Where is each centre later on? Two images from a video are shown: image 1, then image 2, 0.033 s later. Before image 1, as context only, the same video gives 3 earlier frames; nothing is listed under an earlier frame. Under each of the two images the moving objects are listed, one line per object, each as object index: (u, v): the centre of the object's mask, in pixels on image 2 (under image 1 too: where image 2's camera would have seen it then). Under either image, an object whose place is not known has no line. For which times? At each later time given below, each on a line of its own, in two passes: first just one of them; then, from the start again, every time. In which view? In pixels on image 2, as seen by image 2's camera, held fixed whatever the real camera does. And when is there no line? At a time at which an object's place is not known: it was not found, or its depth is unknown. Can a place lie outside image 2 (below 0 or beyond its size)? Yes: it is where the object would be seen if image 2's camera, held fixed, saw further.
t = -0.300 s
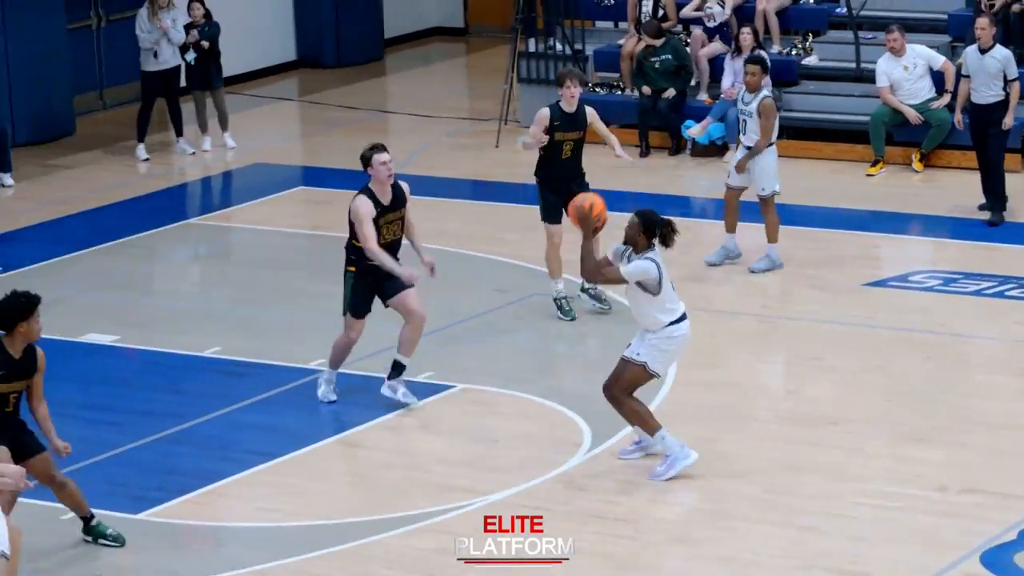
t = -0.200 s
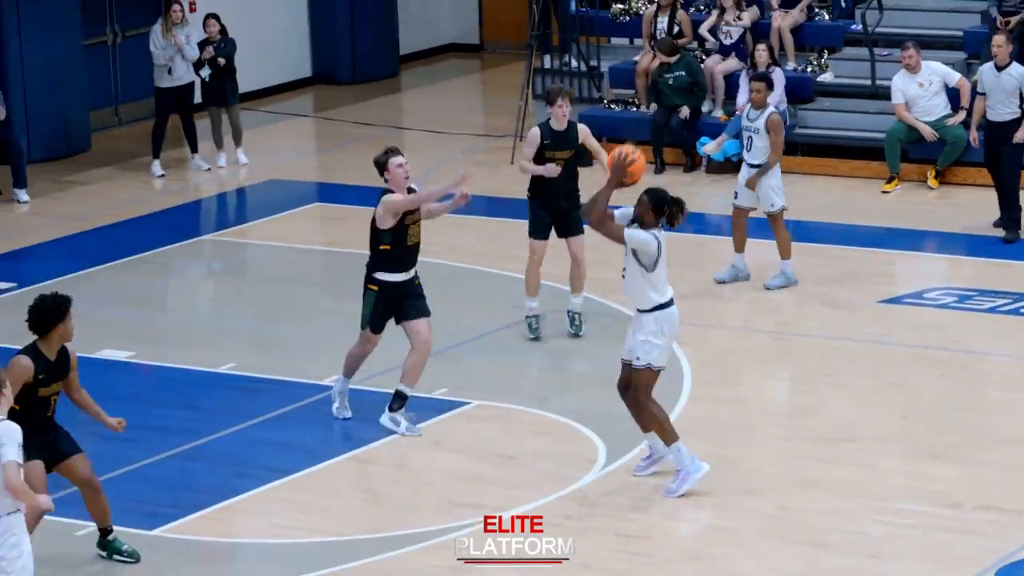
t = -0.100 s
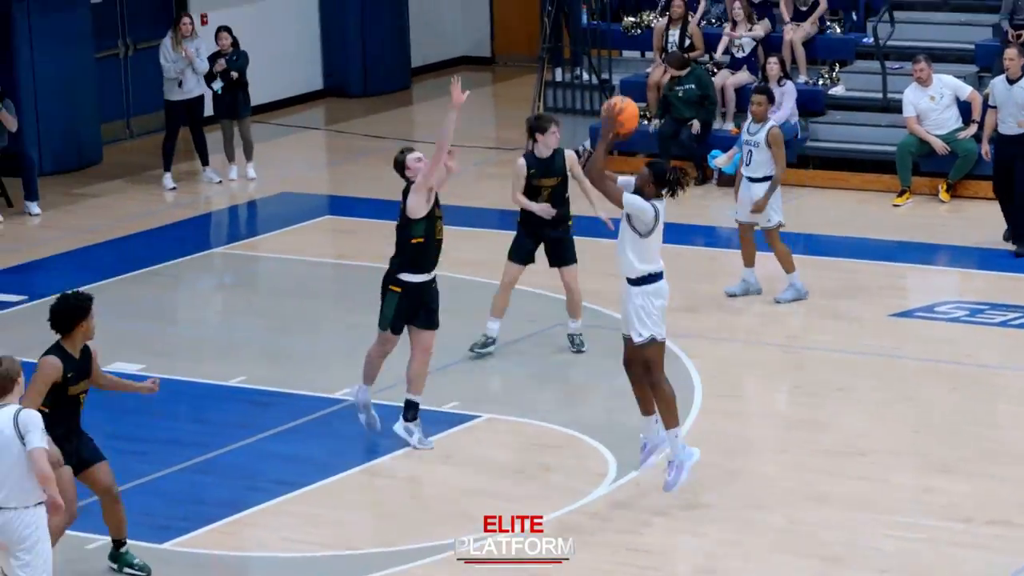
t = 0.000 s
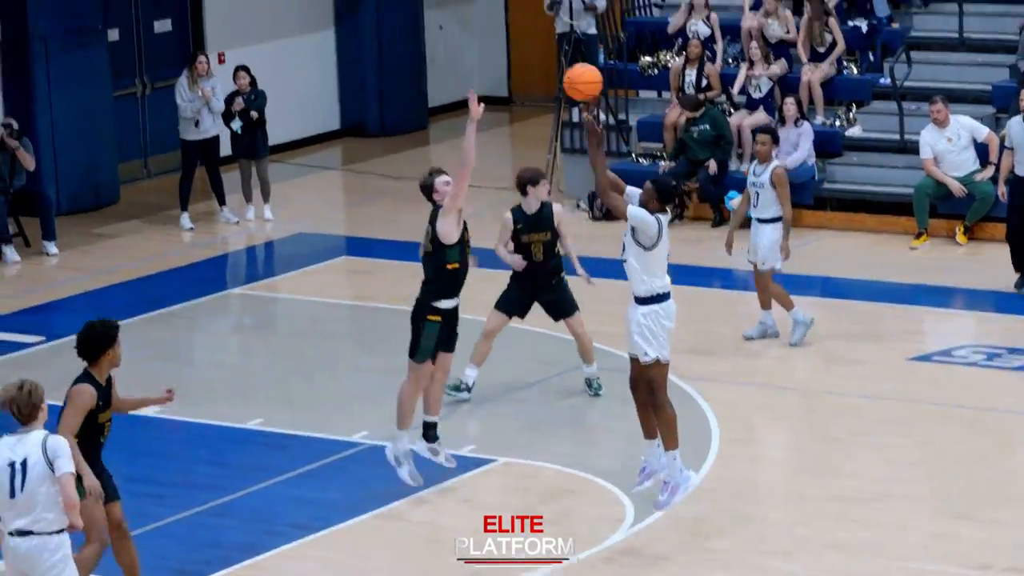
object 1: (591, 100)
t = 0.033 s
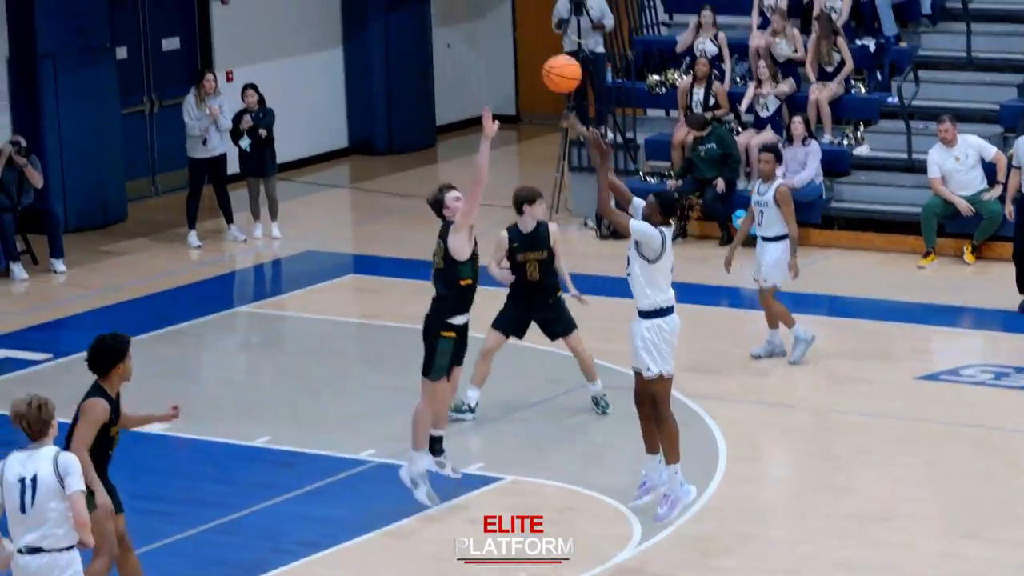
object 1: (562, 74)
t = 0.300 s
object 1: (341, -76)
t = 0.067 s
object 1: (533, 48)
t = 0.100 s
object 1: (504, 25)
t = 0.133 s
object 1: (476, 3)
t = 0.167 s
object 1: (448, -17)
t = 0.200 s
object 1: (422, -34)
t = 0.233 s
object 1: (394, -51)
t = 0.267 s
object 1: (368, -65)
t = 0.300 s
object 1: (341, -76)
